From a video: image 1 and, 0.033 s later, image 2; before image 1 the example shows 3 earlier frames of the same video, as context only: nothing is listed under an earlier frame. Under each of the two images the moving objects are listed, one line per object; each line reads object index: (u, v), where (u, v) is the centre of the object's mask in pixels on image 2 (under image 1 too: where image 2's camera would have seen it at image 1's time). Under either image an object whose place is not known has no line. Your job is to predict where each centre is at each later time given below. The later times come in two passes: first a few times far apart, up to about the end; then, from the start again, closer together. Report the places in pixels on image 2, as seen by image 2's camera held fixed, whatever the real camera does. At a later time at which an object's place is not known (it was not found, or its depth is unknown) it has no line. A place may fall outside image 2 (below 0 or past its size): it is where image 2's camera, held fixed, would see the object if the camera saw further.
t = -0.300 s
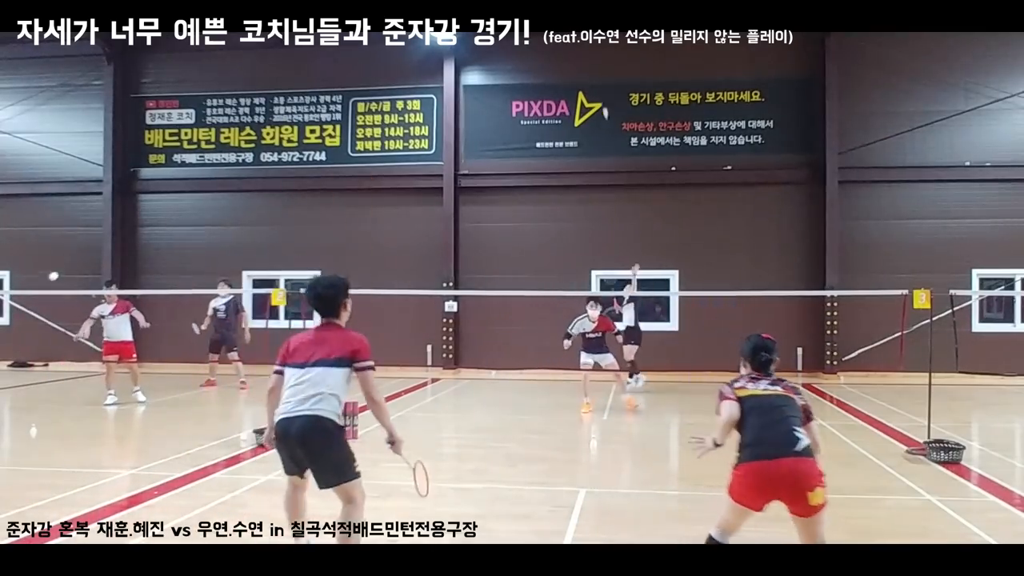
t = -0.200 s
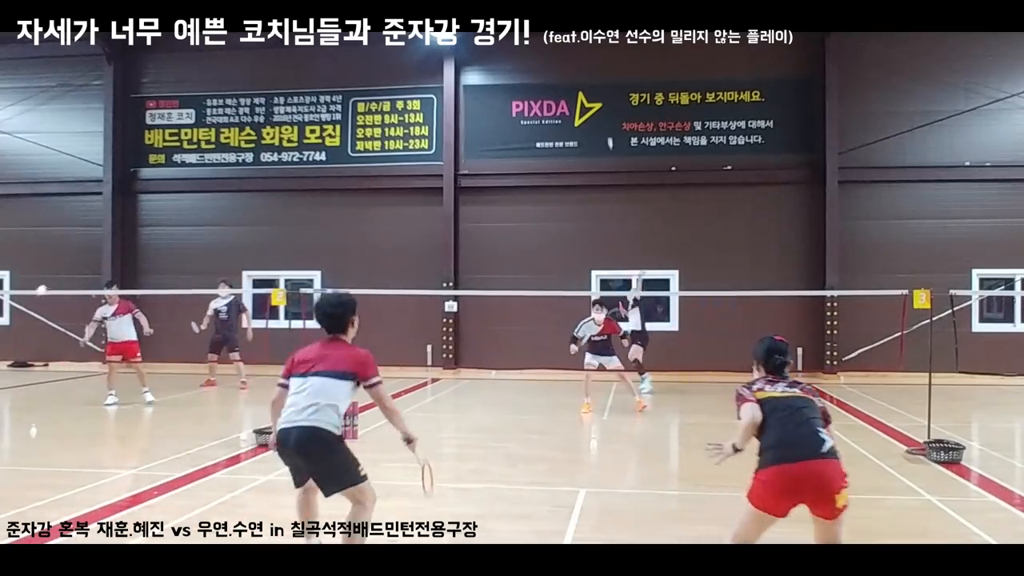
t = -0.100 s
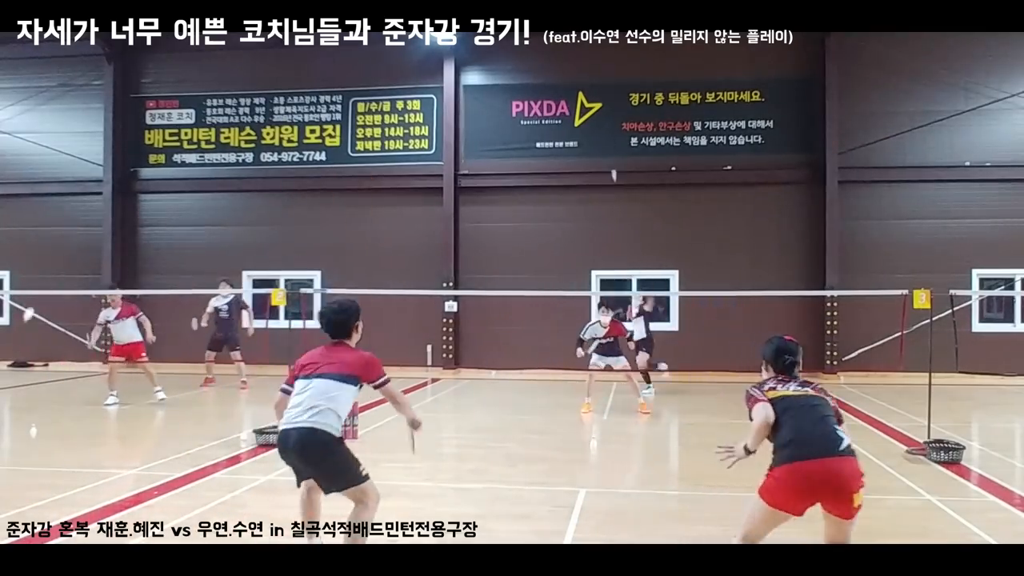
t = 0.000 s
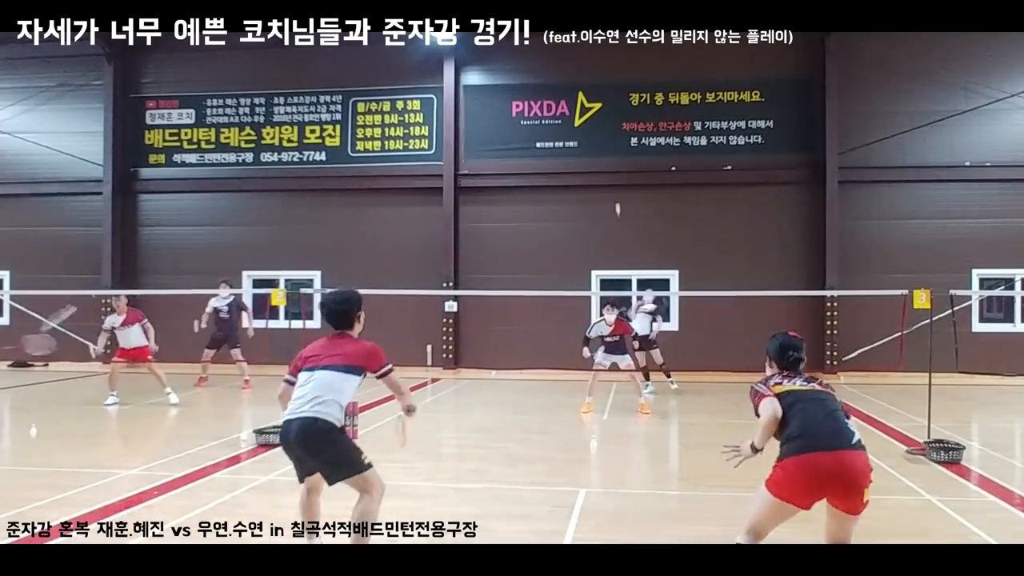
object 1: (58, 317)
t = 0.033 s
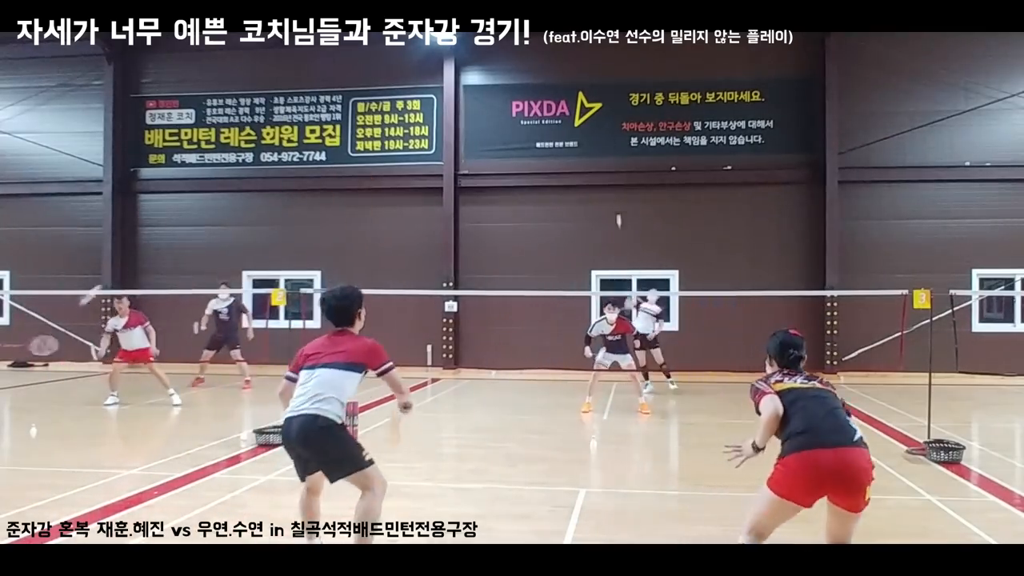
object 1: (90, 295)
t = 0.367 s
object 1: (237, 245)
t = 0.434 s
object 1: (252, 249)
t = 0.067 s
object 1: (114, 276)
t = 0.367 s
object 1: (237, 245)
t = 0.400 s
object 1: (245, 247)
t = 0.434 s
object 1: (252, 249)
